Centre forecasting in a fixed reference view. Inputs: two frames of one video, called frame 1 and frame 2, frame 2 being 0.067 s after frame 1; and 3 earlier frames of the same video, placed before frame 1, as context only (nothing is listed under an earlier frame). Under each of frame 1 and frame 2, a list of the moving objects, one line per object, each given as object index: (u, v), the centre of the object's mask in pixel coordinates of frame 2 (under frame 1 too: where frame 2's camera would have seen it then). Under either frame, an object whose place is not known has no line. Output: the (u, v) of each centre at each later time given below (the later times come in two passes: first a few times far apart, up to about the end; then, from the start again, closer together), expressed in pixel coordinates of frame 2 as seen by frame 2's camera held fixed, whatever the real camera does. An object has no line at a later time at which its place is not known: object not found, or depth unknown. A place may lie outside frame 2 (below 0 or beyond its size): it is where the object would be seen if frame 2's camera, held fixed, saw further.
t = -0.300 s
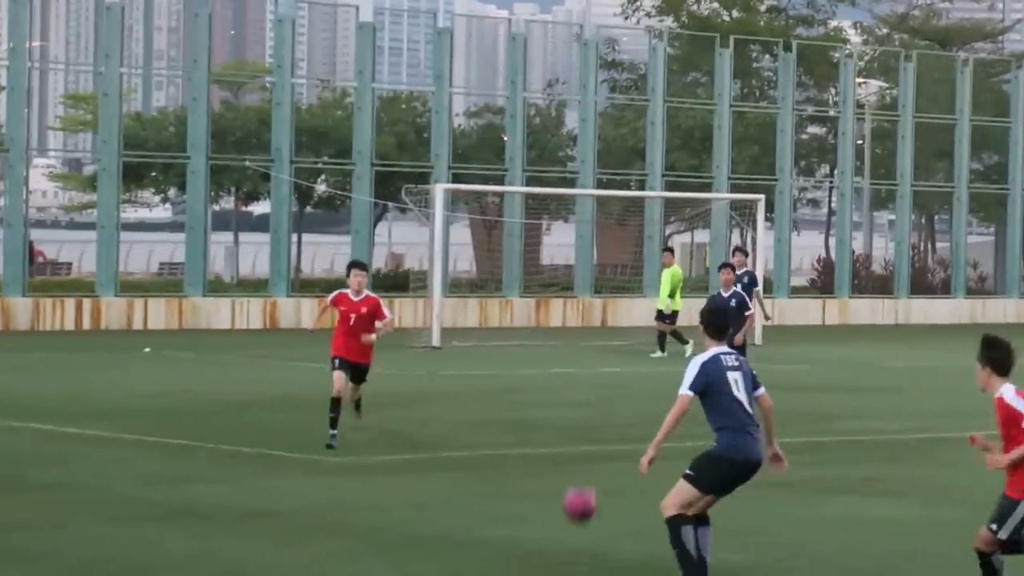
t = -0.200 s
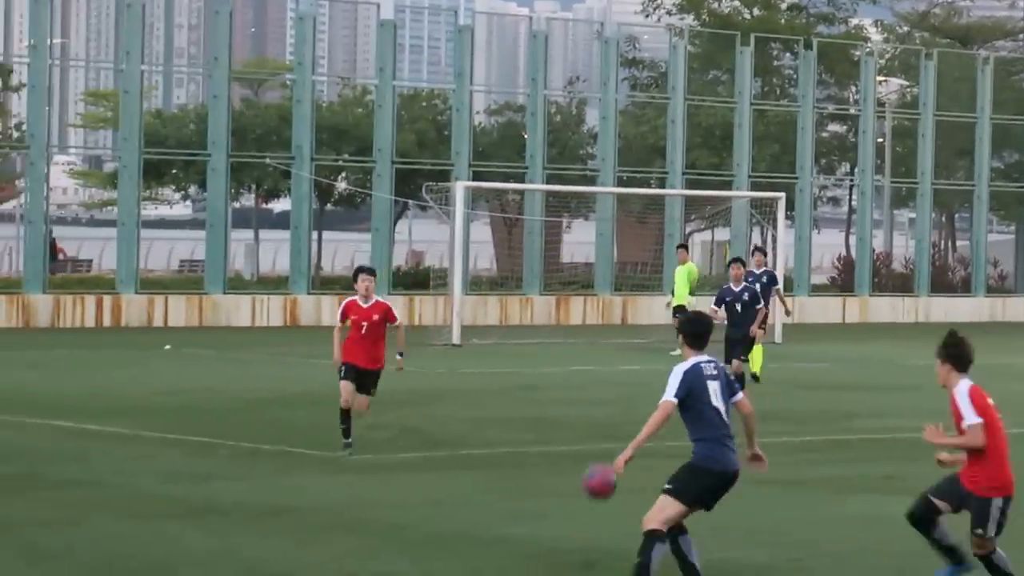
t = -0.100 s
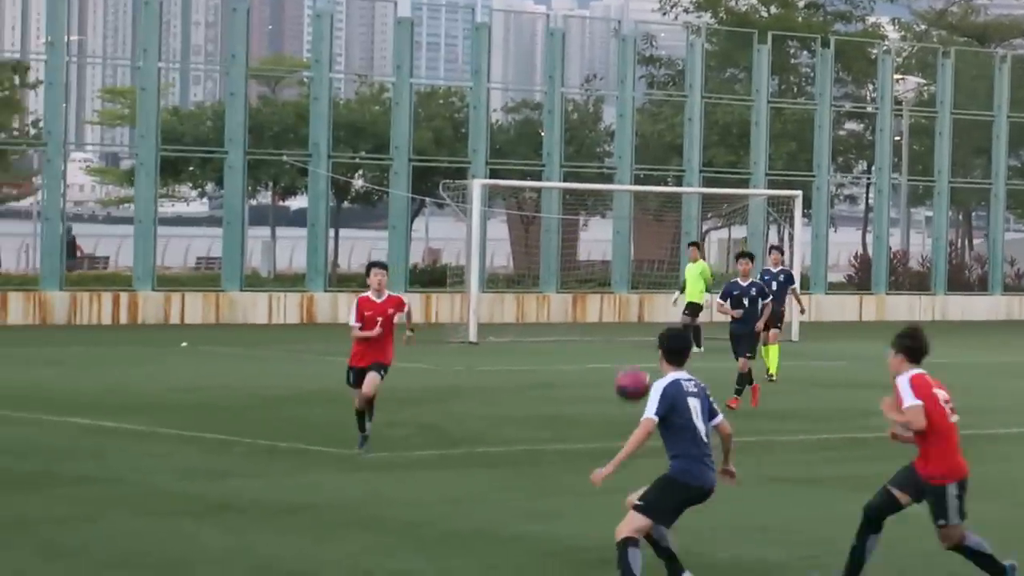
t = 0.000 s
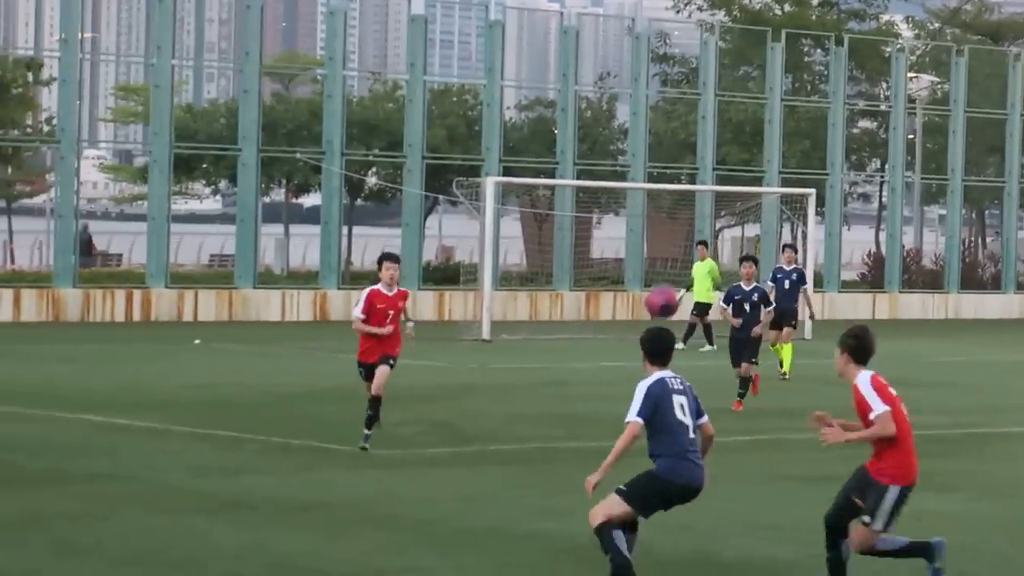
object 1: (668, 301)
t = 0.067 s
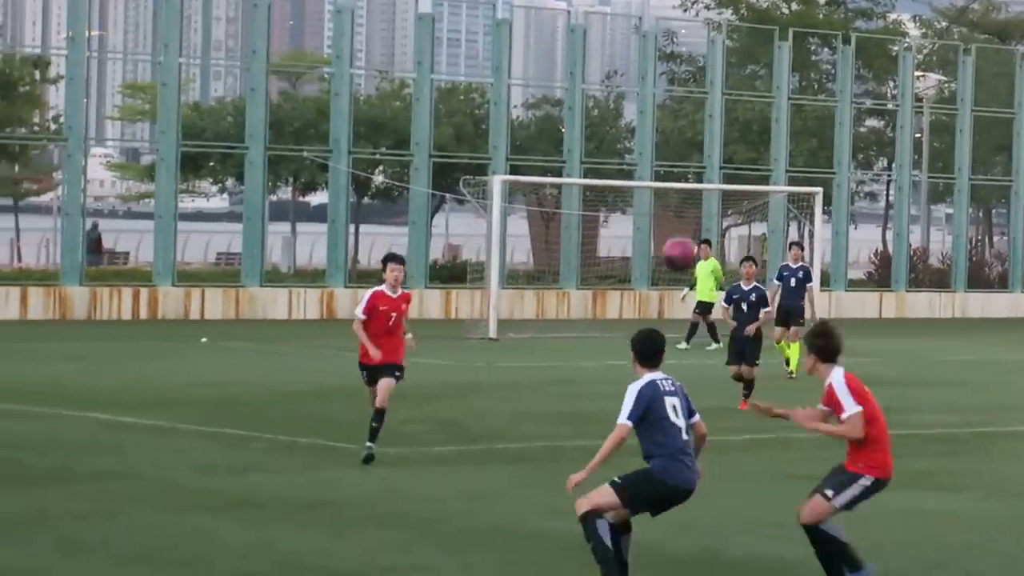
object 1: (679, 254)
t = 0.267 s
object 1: (711, 159)
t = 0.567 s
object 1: (756, 135)
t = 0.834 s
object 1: (795, 245)
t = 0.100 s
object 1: (685, 234)
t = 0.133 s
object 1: (690, 215)
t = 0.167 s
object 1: (695, 199)
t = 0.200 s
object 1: (700, 184)
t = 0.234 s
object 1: (705, 170)
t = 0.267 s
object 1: (711, 159)
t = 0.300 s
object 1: (716, 149)
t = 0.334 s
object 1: (722, 141)
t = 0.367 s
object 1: (727, 135)
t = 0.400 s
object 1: (731, 130)
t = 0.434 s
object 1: (737, 127)
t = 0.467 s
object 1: (742, 127)
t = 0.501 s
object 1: (747, 128)
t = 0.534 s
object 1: (752, 130)
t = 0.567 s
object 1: (756, 135)
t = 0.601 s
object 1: (762, 142)
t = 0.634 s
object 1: (766, 151)
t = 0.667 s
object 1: (772, 161)
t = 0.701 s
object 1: (776, 174)
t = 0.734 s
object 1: (781, 189)
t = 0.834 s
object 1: (795, 245)
